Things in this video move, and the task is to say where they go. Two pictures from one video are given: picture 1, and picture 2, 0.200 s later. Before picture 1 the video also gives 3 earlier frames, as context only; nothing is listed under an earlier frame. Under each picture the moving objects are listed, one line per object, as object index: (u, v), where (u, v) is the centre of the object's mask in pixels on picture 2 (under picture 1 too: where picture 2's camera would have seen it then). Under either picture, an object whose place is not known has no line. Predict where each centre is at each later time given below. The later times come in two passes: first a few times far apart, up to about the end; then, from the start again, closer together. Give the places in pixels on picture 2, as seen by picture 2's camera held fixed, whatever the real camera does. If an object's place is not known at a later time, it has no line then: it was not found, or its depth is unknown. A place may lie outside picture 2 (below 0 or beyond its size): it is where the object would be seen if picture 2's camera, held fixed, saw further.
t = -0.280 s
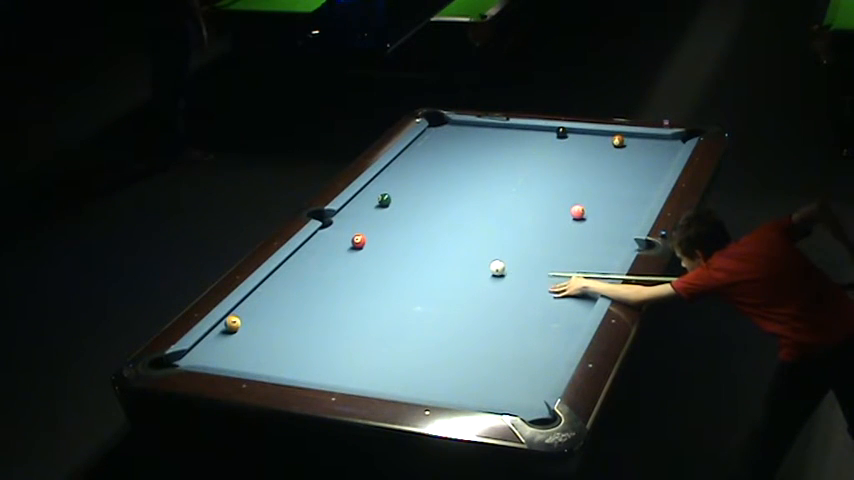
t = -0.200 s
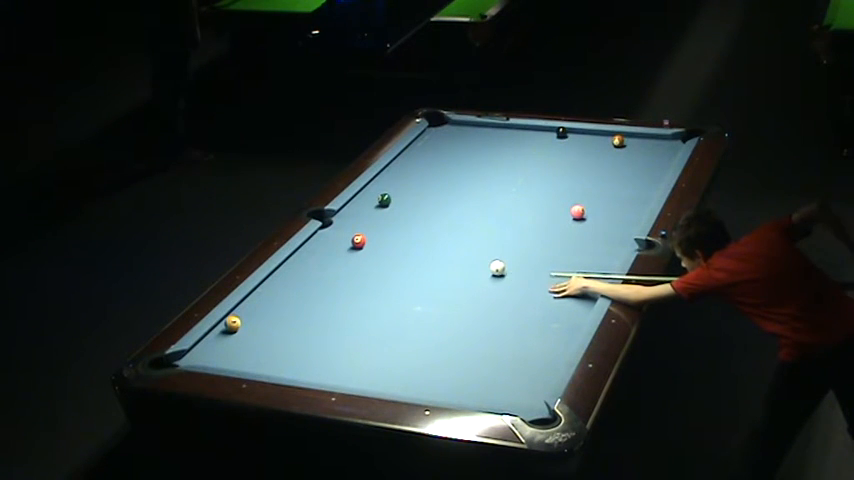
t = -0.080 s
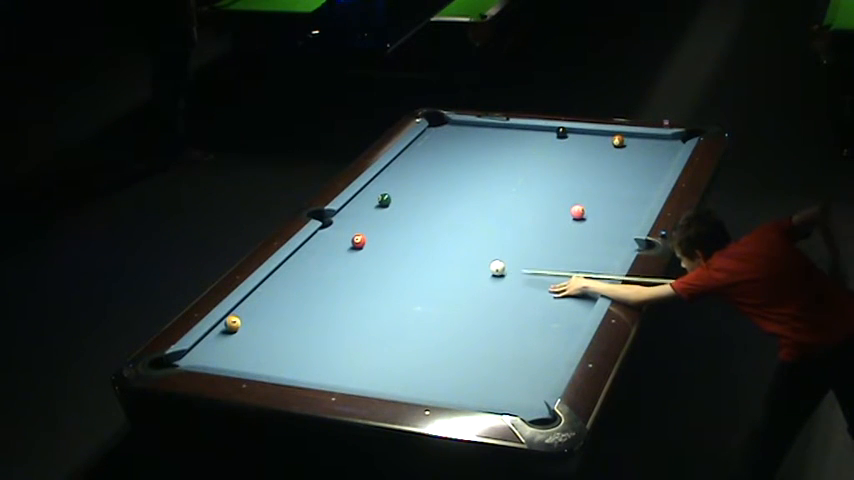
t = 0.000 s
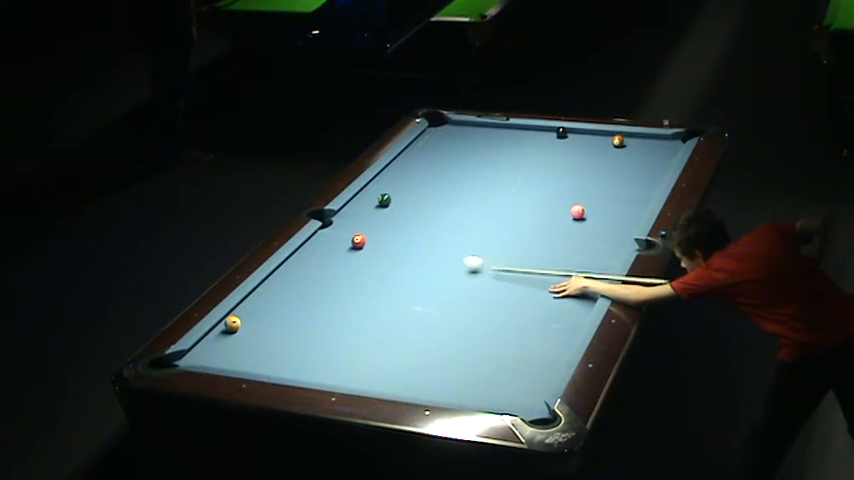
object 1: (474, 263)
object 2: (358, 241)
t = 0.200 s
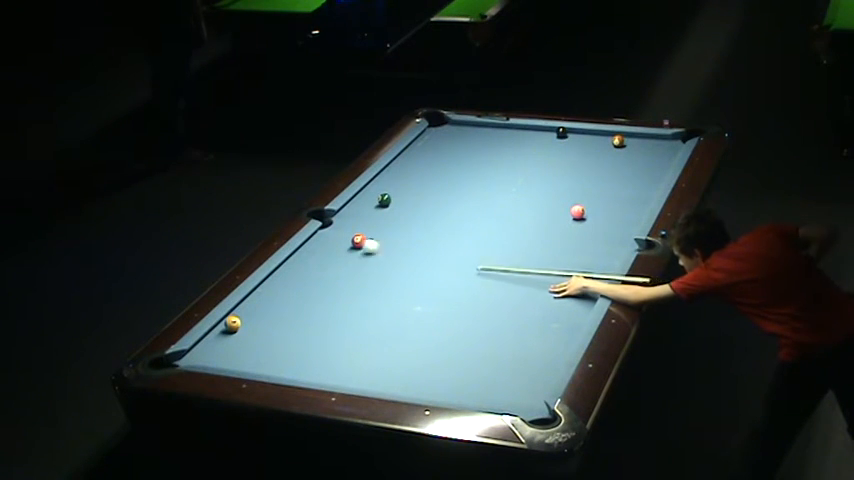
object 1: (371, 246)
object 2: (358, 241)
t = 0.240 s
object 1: (359, 248)
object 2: (353, 237)
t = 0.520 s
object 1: (294, 260)
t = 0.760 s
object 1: (299, 277)
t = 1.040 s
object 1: (311, 297)
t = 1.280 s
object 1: (321, 316)
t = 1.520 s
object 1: (331, 335)
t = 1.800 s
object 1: (344, 357)
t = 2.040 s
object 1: (356, 376)
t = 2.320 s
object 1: (380, 382)
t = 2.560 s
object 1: (406, 376)
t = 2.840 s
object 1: (435, 369)
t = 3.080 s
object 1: (458, 364)
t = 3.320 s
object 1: (480, 359)
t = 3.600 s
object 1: (503, 353)
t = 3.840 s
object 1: (520, 348)
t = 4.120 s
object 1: (542, 345)
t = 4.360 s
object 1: (557, 341)
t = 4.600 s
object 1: (568, 337)
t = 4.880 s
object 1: (564, 334)
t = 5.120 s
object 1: (560, 331)
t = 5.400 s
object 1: (557, 329)
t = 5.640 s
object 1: (555, 328)
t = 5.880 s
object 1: (554, 327)
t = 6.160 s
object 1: (553, 326)
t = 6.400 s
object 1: (553, 326)
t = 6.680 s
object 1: (553, 326)
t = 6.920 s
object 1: (553, 326)
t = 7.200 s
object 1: (553, 326)
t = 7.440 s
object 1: (553, 326)
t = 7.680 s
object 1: (553, 326)
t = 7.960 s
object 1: (553, 326)
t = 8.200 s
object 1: (553, 326)
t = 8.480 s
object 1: (553, 326)
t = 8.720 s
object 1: (553, 326)
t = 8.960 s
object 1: (553, 326)
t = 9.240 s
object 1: (553, 326)
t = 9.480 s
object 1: (553, 326)
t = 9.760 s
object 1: (553, 326)
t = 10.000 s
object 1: (553, 326)
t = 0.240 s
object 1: (359, 248)
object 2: (353, 237)
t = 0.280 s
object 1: (350, 250)
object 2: (346, 233)
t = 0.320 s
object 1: (341, 252)
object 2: (339, 229)
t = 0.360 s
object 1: (331, 254)
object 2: (333, 225)
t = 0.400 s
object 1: (322, 255)
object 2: (328, 222)
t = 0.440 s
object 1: (313, 257)
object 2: (325, 219)
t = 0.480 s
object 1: (303, 258)
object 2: (321, 218)
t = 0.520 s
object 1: (294, 260)
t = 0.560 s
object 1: (291, 262)
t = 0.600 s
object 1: (292, 265)
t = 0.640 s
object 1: (294, 268)
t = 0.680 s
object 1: (295, 271)
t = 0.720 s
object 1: (297, 274)
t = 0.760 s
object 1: (299, 277)
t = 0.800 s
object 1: (301, 279)
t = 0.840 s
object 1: (302, 282)
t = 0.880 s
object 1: (304, 285)
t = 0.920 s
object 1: (305, 288)
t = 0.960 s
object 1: (307, 291)
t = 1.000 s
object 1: (309, 295)
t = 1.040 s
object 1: (311, 297)
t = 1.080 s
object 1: (312, 301)
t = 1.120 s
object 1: (314, 304)
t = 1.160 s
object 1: (316, 306)
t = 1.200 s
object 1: (317, 310)
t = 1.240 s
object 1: (319, 313)
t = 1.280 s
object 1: (321, 316)
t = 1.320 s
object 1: (322, 319)
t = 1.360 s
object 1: (324, 322)
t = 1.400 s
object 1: (326, 325)
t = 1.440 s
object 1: (328, 328)
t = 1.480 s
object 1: (329, 331)
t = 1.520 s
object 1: (331, 335)
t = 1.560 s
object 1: (333, 338)
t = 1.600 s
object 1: (335, 341)
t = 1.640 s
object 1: (337, 344)
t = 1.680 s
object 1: (339, 347)
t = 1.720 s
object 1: (341, 351)
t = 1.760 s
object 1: (342, 354)
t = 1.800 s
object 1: (344, 357)
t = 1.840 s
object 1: (346, 360)
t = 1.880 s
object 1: (348, 364)
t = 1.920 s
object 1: (350, 366)
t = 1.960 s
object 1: (352, 370)
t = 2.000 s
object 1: (354, 373)
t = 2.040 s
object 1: (356, 376)
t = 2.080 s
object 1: (358, 378)
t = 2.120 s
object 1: (360, 380)
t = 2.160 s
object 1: (362, 382)
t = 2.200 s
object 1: (366, 382)
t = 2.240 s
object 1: (371, 382)
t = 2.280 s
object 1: (375, 382)
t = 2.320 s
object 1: (380, 382)
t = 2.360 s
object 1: (384, 382)
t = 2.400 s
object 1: (389, 380)
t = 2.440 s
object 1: (393, 379)
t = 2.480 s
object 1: (397, 378)
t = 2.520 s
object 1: (402, 377)
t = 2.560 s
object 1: (406, 376)
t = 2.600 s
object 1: (411, 375)
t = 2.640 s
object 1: (415, 374)
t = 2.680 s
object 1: (419, 373)
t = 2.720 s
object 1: (423, 372)
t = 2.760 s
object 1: (427, 371)
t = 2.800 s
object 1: (431, 370)
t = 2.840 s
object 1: (435, 369)
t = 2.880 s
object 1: (439, 368)
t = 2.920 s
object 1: (443, 367)
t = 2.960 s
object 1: (447, 367)
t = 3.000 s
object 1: (451, 366)
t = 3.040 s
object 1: (454, 365)
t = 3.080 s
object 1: (458, 364)
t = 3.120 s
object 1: (462, 363)
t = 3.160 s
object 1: (466, 362)
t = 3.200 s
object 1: (469, 361)
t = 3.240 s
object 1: (473, 361)
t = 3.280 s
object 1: (476, 360)
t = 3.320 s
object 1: (480, 359)
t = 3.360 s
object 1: (483, 358)
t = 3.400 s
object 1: (487, 358)
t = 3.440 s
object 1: (490, 357)
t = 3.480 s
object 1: (494, 356)
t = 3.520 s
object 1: (497, 355)
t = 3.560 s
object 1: (500, 354)
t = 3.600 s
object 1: (503, 353)
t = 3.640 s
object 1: (507, 353)
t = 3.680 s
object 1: (510, 352)
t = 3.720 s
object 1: (512, 352)
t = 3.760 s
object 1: (516, 346)
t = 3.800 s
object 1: (519, 350)
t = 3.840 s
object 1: (520, 348)
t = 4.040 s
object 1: (539, 343)
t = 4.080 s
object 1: (540, 345)
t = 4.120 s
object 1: (542, 345)
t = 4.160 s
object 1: (545, 344)
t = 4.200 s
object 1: (547, 343)
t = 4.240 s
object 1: (550, 343)
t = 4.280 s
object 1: (553, 342)
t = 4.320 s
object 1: (555, 342)
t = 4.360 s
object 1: (557, 341)
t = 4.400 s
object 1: (560, 340)
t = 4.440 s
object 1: (563, 340)
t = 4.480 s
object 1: (565, 339)
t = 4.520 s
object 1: (567, 338)
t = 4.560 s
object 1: (569, 337)
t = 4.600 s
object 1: (568, 337)
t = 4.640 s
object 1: (568, 337)
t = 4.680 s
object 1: (567, 336)
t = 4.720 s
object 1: (567, 336)
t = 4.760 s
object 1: (566, 336)
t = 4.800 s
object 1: (565, 335)
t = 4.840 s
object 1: (565, 335)
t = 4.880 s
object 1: (564, 334)
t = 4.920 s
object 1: (563, 333)
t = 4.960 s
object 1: (563, 333)
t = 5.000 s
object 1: (562, 333)
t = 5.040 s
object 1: (561, 332)
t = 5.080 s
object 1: (561, 331)
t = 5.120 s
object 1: (560, 331)
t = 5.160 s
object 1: (560, 331)
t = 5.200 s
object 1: (559, 331)
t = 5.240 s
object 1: (559, 330)
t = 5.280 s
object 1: (558, 330)
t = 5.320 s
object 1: (558, 330)
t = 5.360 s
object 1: (557, 330)
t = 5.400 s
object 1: (557, 329)
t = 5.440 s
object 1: (556, 329)
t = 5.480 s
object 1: (556, 329)
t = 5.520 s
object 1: (556, 328)
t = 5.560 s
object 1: (555, 328)
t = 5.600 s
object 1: (555, 328)
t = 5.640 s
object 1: (555, 328)
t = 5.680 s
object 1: (555, 328)
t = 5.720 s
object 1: (554, 328)
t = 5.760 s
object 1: (554, 327)
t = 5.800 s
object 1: (554, 327)
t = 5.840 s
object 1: (554, 327)
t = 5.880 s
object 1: (554, 327)
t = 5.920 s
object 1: (553, 327)
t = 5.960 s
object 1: (553, 327)
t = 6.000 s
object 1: (553, 327)
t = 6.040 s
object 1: (553, 327)
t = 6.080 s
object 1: (553, 326)
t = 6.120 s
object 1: (553, 326)
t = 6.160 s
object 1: (553, 326)
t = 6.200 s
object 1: (553, 326)
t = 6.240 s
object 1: (553, 326)
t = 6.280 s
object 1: (553, 326)
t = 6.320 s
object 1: (553, 326)
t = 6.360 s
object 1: (553, 326)
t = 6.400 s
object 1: (553, 326)
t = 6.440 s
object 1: (553, 326)
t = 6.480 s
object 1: (553, 326)
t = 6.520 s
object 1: (553, 326)
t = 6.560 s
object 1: (553, 326)
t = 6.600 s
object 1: (553, 326)
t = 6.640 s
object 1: (553, 326)
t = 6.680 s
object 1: (553, 326)
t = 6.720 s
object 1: (553, 326)
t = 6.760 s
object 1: (553, 326)
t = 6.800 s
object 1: (553, 326)
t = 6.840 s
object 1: (553, 326)
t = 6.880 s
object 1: (553, 326)
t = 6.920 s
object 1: (553, 326)
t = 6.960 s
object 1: (553, 326)
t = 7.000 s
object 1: (553, 326)
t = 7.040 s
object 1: (553, 326)
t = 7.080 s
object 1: (553, 326)
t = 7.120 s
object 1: (553, 326)
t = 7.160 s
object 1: (553, 326)
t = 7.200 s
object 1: (553, 326)
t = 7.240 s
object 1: (553, 326)
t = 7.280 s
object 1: (553, 326)
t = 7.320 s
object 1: (553, 326)
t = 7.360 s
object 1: (553, 326)
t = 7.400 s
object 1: (553, 326)
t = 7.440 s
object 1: (553, 326)
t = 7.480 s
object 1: (553, 326)
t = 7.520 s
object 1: (553, 326)
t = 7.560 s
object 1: (553, 326)
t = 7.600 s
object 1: (553, 326)
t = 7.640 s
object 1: (553, 326)
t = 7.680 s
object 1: (553, 326)
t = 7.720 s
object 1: (553, 326)
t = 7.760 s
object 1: (553, 326)
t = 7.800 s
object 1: (553, 326)
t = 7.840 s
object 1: (553, 326)
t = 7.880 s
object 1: (553, 326)
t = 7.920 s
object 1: (553, 326)
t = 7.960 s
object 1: (553, 326)
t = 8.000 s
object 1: (553, 326)
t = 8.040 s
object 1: (553, 326)
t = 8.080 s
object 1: (553, 326)
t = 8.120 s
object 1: (553, 326)
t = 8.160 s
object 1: (553, 326)
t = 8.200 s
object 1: (553, 326)
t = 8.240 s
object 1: (553, 326)
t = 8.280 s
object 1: (553, 326)
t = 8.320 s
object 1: (553, 326)
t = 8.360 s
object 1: (553, 326)
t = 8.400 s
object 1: (553, 326)
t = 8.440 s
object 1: (553, 326)
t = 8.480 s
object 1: (553, 326)
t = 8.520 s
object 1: (553, 326)
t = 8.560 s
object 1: (553, 326)
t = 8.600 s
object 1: (553, 326)
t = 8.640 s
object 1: (553, 326)
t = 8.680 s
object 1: (553, 326)
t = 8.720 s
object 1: (553, 326)
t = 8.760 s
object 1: (553, 326)
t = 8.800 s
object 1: (553, 326)
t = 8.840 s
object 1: (553, 326)
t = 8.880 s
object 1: (553, 326)
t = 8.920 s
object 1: (553, 326)
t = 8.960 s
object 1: (553, 326)
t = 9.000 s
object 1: (553, 326)
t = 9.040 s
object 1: (553, 326)
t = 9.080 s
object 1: (553, 326)
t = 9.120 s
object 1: (553, 326)
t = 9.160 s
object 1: (553, 326)
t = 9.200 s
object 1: (553, 326)
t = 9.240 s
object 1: (553, 326)
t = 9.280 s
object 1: (553, 326)
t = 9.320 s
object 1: (553, 326)
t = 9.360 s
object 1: (553, 326)
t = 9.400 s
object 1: (553, 326)
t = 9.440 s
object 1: (553, 326)
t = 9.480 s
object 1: (553, 326)
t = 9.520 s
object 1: (553, 326)
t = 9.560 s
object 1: (553, 326)
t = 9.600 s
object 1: (553, 326)
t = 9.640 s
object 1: (553, 326)
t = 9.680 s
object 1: (553, 326)
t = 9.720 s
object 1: (553, 326)
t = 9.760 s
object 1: (553, 326)
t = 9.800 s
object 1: (553, 326)
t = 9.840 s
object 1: (553, 326)
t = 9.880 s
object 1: (553, 326)
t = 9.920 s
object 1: (553, 326)
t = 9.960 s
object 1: (553, 326)
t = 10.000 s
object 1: (553, 326)
